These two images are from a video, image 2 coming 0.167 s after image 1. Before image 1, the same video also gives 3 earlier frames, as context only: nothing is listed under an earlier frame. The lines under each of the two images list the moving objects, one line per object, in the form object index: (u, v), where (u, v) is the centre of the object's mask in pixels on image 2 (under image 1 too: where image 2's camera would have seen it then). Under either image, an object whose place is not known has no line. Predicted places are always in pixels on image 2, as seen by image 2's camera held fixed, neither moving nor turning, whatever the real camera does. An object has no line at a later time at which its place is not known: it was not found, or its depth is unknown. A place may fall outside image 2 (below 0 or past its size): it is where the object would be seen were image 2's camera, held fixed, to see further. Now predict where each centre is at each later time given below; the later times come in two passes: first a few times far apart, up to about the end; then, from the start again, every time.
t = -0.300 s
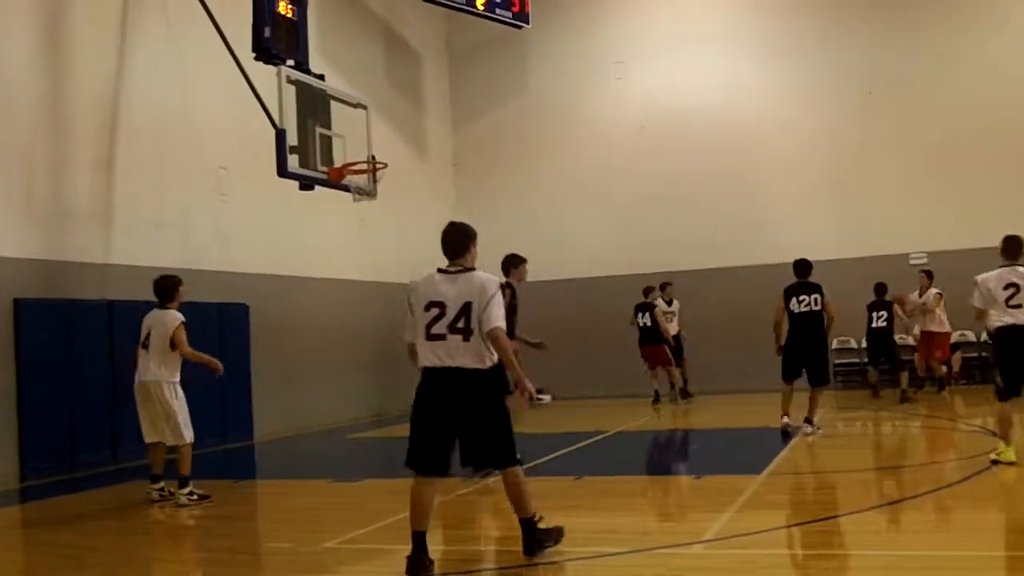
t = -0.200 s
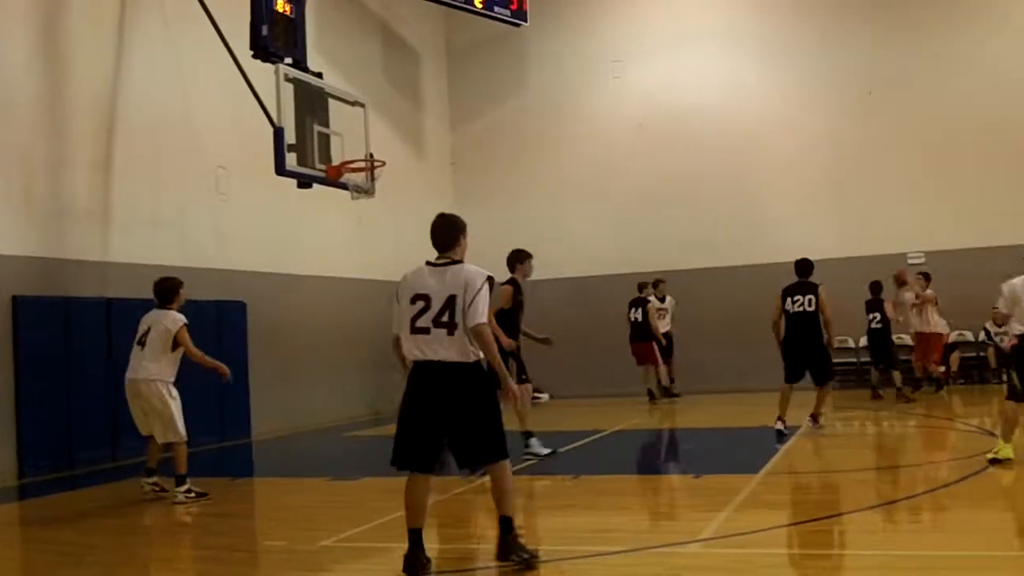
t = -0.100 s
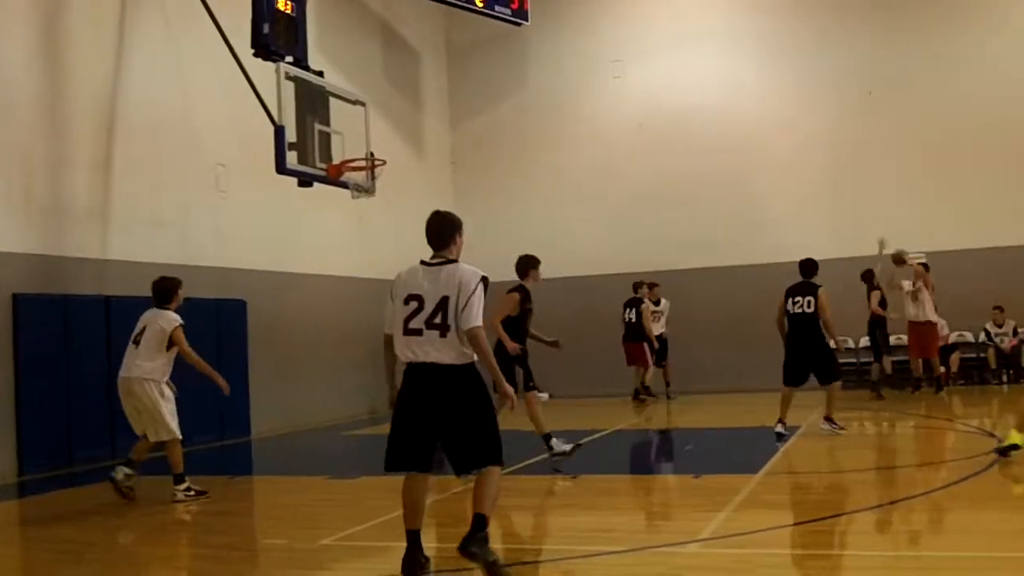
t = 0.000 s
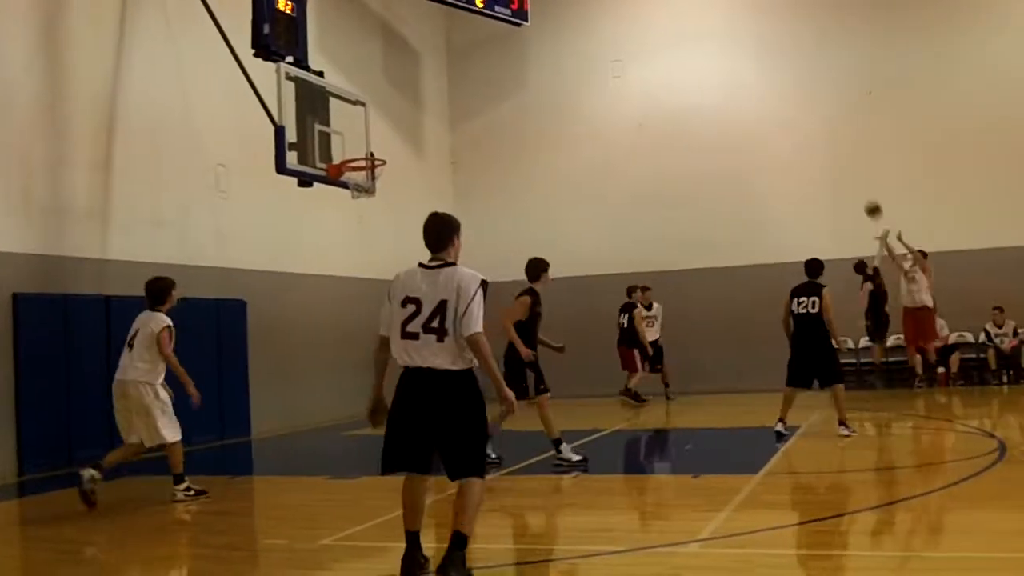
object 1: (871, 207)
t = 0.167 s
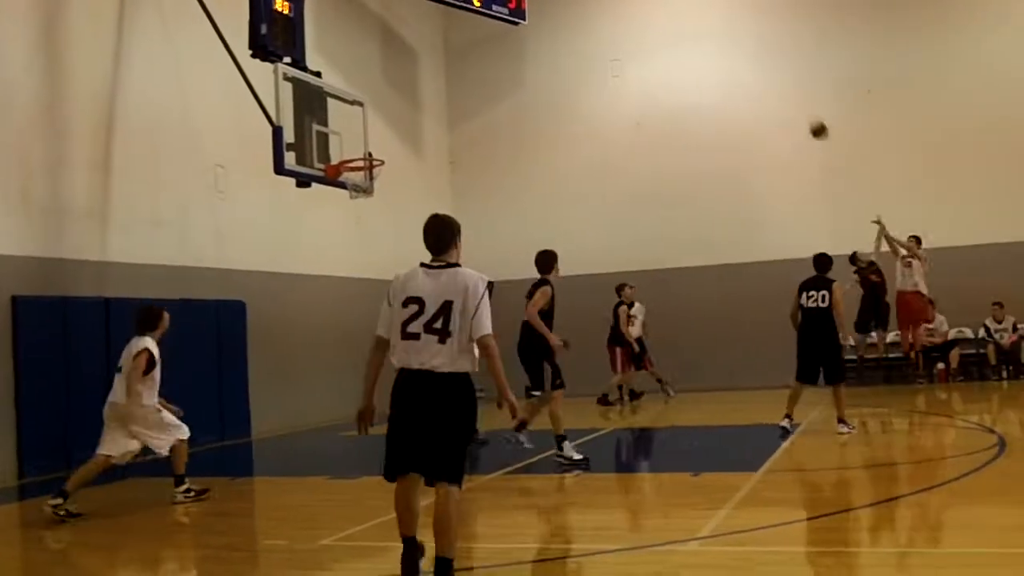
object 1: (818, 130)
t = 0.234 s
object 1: (796, 103)
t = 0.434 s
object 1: (730, 42)
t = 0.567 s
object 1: (686, 14)
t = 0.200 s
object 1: (807, 116)
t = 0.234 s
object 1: (796, 103)
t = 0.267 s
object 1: (785, 92)
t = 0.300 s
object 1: (774, 81)
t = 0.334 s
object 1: (763, 70)
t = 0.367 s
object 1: (752, 60)
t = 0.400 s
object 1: (741, 50)
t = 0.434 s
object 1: (730, 42)
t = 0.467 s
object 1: (719, 34)
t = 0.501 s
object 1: (708, 27)
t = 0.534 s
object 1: (697, 20)
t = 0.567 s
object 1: (686, 14)
